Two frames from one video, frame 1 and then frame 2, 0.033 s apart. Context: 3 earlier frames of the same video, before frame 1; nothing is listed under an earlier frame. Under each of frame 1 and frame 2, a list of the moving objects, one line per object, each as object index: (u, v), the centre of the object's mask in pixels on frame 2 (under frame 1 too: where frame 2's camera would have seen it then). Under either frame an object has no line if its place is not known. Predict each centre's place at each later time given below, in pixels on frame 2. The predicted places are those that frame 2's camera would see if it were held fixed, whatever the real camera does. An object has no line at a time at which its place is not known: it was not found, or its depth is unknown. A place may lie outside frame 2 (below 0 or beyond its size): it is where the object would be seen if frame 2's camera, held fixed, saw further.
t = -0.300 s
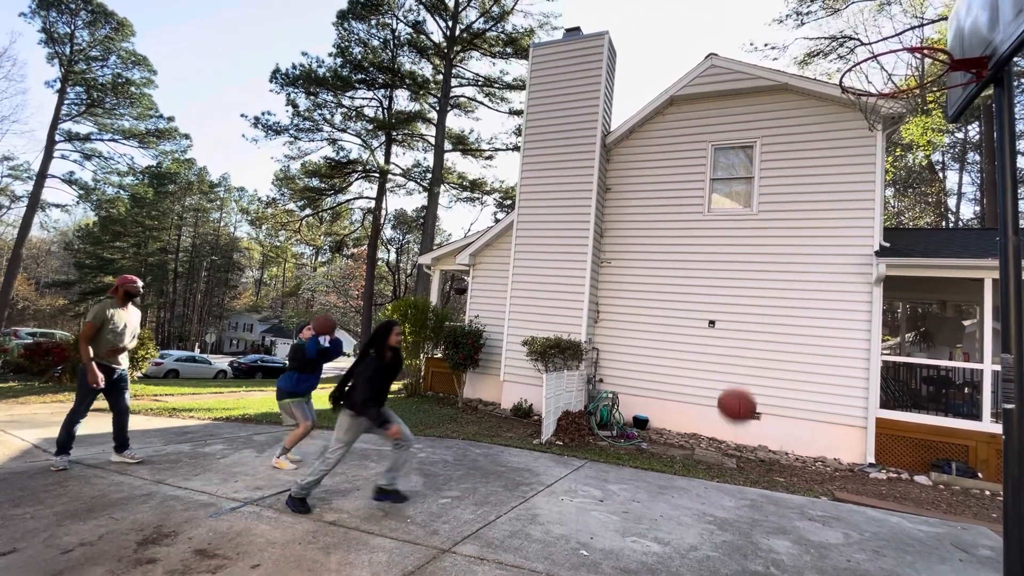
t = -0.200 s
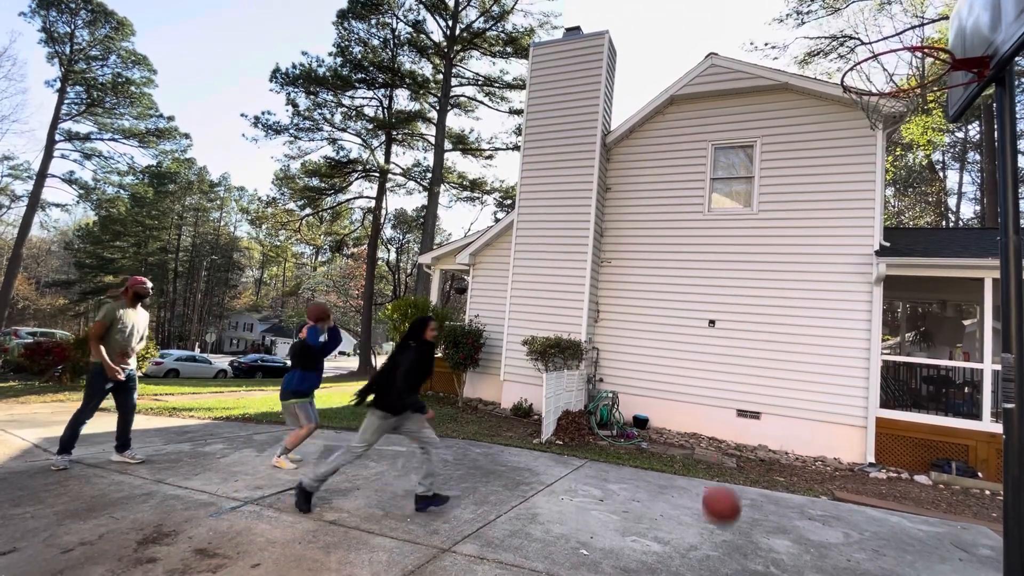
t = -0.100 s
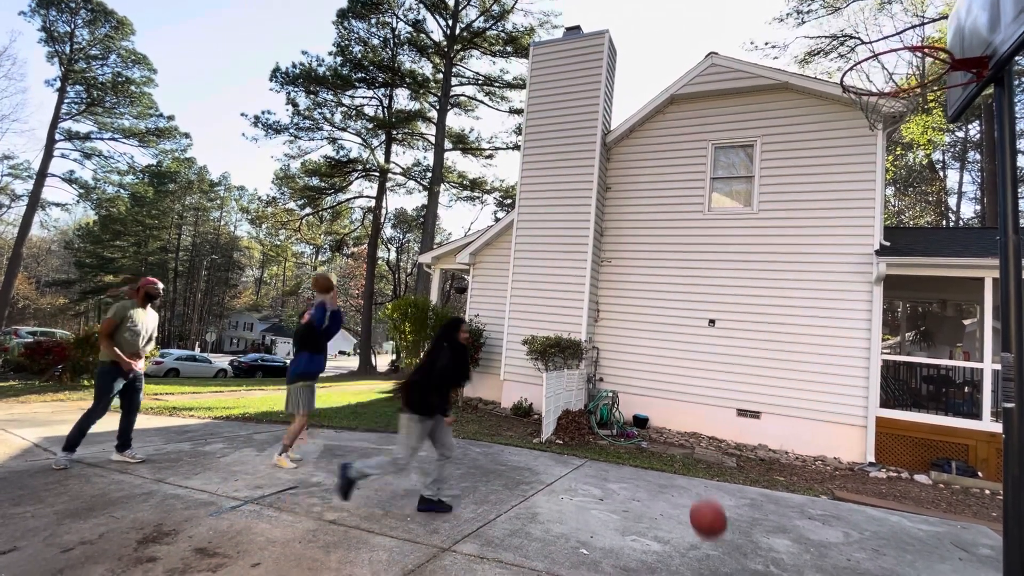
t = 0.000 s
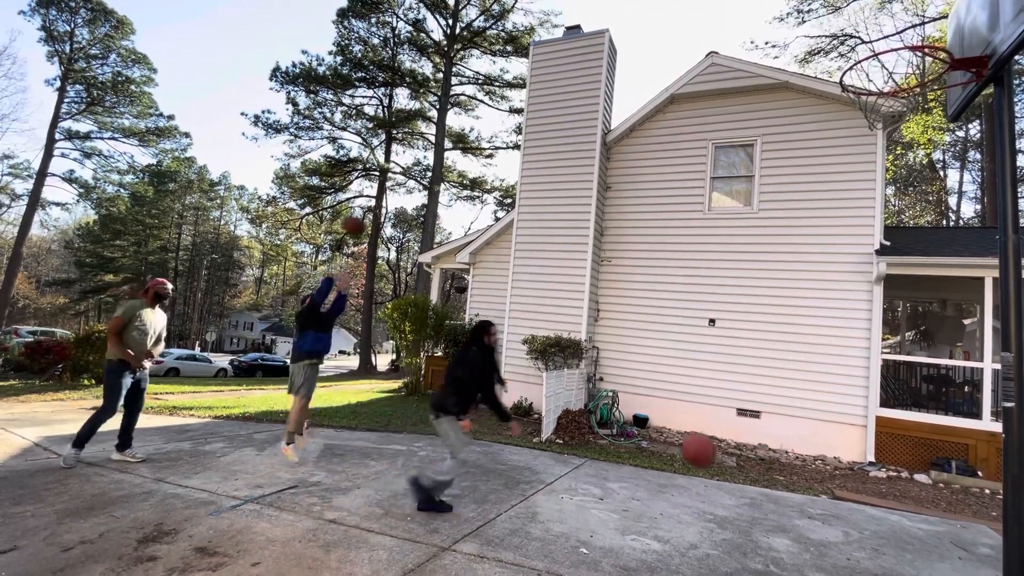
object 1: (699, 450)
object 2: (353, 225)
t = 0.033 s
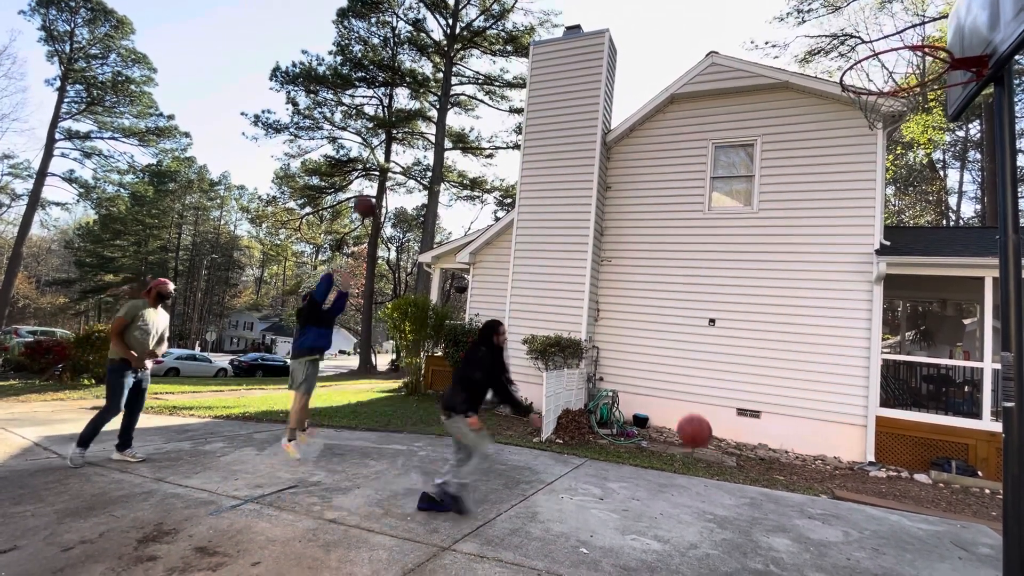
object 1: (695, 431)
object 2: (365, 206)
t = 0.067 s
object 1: (691, 414)
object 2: (376, 188)
